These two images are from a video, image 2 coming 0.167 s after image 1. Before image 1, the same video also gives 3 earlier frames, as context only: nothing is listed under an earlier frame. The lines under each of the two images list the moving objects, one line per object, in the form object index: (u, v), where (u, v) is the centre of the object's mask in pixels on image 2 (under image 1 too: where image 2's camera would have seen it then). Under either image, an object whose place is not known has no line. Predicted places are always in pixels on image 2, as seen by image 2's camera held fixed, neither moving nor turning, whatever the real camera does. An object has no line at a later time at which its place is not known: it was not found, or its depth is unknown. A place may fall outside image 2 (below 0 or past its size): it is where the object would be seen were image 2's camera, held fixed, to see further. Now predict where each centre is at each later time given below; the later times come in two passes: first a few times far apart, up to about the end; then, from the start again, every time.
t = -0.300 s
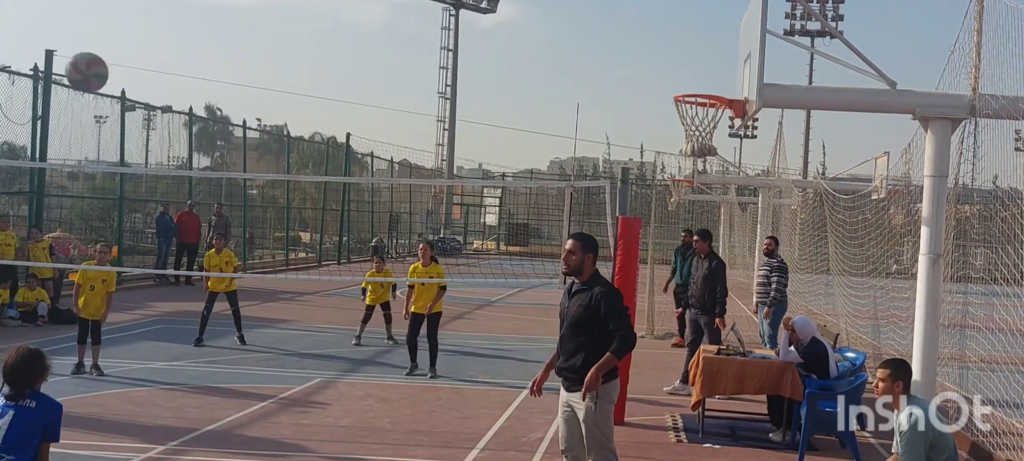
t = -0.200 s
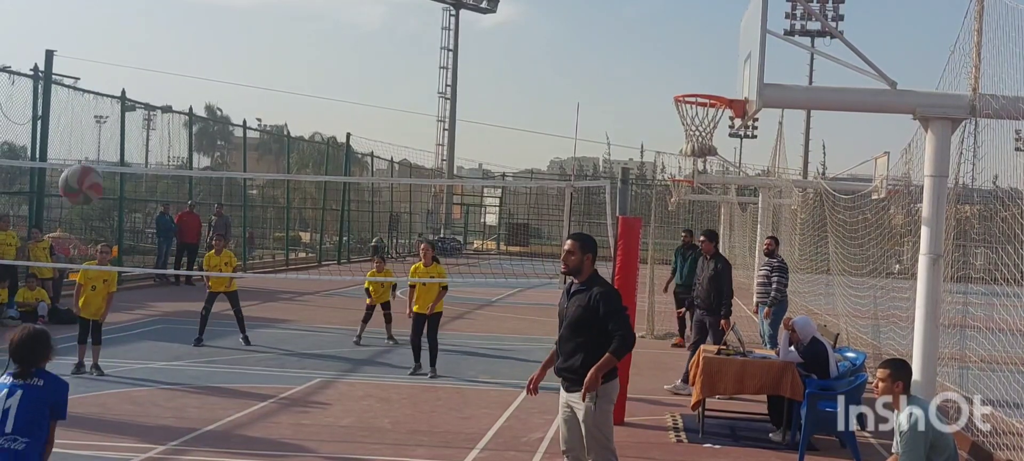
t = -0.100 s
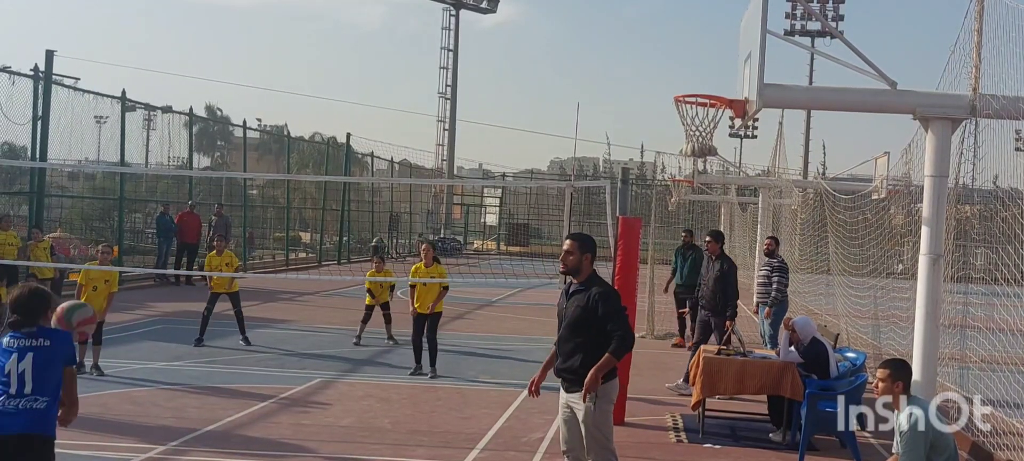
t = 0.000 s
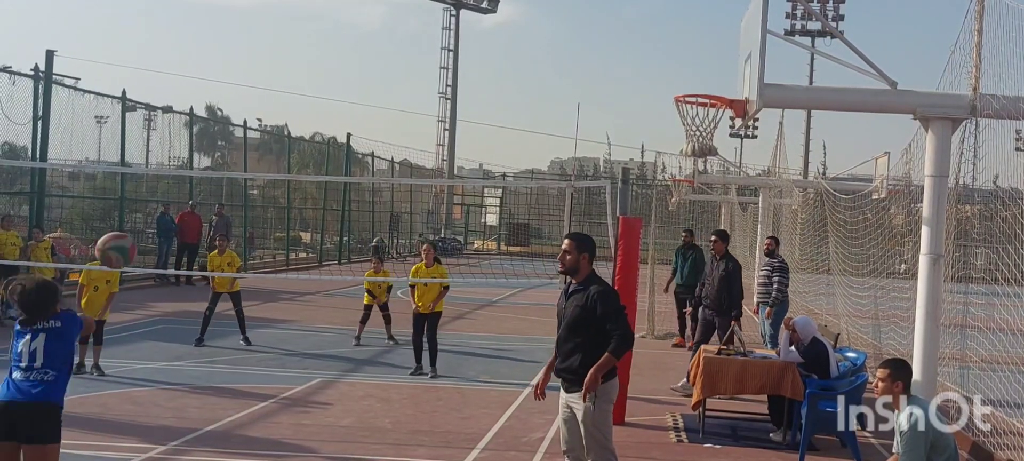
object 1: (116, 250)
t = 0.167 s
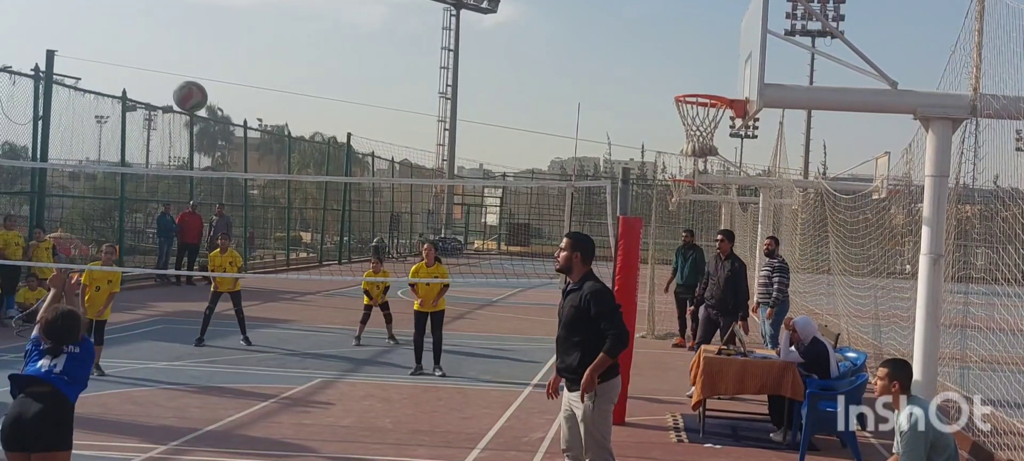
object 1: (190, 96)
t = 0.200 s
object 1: (202, 76)
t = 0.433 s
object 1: (269, 7)
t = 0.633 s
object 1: (307, 9)
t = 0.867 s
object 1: (337, 60)
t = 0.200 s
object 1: (202, 76)
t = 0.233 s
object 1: (214, 59)
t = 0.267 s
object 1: (224, 44)
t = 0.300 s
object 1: (234, 32)
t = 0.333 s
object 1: (244, 22)
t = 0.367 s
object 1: (252, 14)
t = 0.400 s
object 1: (261, 10)
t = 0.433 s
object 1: (269, 7)
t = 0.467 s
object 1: (276, 6)
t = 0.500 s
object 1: (283, 5)
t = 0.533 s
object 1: (290, 5)
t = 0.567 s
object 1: (296, 6)
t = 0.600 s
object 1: (302, 7)
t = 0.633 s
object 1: (307, 9)
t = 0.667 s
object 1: (312, 12)
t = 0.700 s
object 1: (317, 18)
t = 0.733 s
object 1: (321, 24)
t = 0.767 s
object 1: (326, 32)
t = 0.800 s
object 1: (330, 41)
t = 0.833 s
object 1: (334, 50)
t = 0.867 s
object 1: (337, 60)
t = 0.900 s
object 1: (341, 70)
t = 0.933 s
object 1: (344, 82)
